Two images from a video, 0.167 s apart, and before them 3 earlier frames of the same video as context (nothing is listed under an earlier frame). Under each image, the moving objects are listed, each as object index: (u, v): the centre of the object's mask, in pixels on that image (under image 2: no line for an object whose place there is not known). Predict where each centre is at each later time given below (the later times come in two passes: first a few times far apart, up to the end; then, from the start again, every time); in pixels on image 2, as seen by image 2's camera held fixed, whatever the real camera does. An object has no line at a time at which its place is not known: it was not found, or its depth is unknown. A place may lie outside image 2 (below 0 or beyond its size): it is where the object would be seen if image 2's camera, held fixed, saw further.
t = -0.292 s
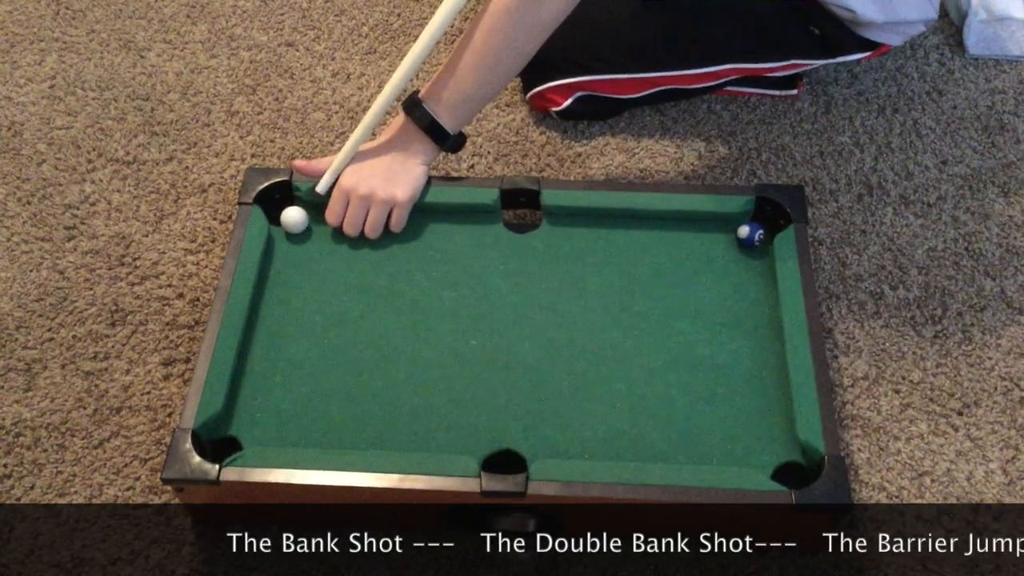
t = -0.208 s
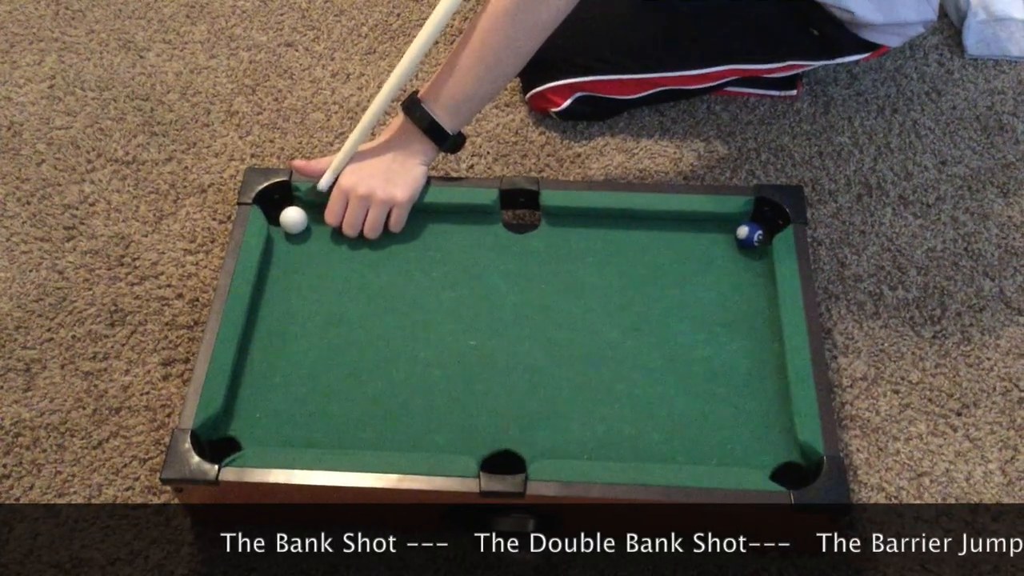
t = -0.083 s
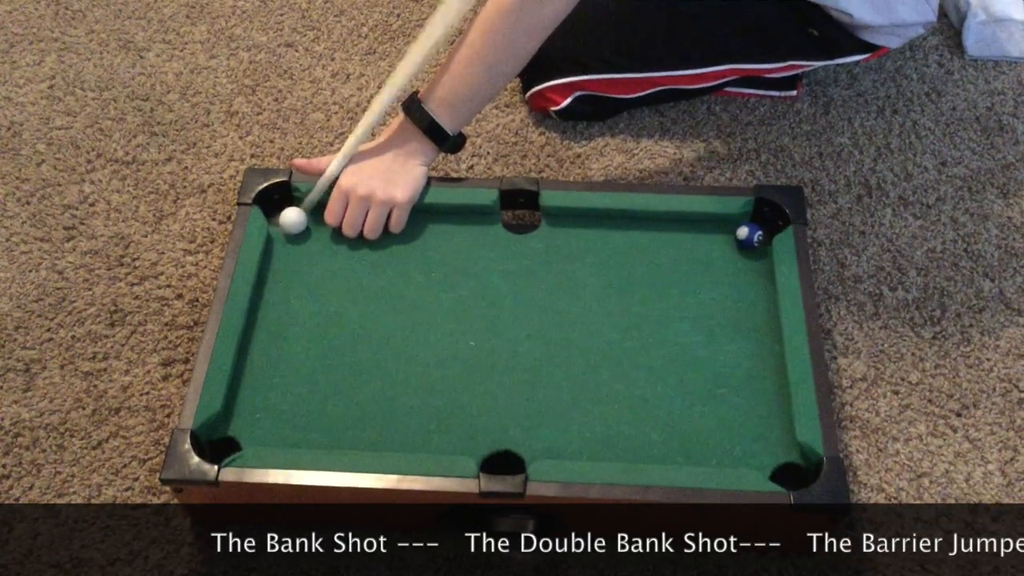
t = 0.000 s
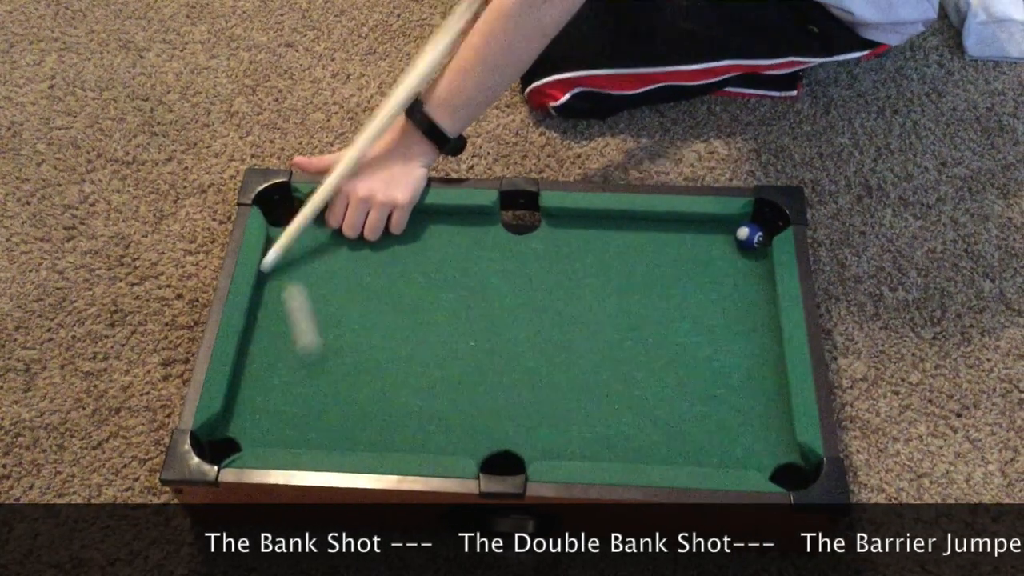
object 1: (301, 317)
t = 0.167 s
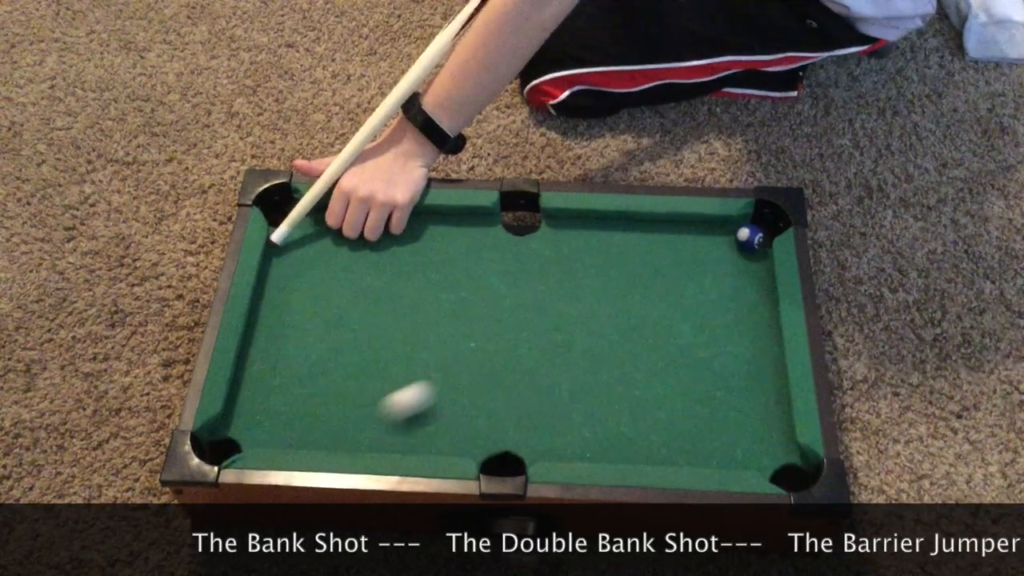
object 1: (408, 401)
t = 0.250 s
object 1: (473, 368)
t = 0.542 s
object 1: (659, 263)
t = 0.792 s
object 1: (729, 230)
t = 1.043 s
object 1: (728, 230)
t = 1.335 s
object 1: (729, 230)
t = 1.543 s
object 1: (729, 228)
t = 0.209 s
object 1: (442, 384)
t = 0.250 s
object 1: (473, 368)
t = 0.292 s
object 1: (503, 353)
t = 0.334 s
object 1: (530, 337)
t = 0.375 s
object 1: (558, 322)
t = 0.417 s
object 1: (585, 307)
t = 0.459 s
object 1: (610, 292)
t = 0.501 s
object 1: (635, 277)
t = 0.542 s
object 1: (659, 263)
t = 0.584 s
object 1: (683, 248)
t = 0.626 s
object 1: (705, 234)
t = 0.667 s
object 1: (720, 230)
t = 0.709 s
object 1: (724, 230)
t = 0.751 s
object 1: (728, 230)
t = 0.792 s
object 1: (729, 230)
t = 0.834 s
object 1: (728, 230)
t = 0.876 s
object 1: (728, 230)
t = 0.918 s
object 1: (728, 230)
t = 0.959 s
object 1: (728, 230)
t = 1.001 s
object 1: (729, 230)
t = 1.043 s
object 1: (728, 230)
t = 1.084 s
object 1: (728, 230)
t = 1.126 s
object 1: (729, 230)
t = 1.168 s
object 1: (729, 230)
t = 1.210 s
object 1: (728, 230)
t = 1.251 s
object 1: (728, 230)
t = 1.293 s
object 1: (728, 230)
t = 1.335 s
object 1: (729, 230)
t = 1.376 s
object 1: (729, 230)
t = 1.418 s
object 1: (729, 230)
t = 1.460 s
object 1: (729, 230)
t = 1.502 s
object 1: (729, 229)
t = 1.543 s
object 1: (729, 228)
